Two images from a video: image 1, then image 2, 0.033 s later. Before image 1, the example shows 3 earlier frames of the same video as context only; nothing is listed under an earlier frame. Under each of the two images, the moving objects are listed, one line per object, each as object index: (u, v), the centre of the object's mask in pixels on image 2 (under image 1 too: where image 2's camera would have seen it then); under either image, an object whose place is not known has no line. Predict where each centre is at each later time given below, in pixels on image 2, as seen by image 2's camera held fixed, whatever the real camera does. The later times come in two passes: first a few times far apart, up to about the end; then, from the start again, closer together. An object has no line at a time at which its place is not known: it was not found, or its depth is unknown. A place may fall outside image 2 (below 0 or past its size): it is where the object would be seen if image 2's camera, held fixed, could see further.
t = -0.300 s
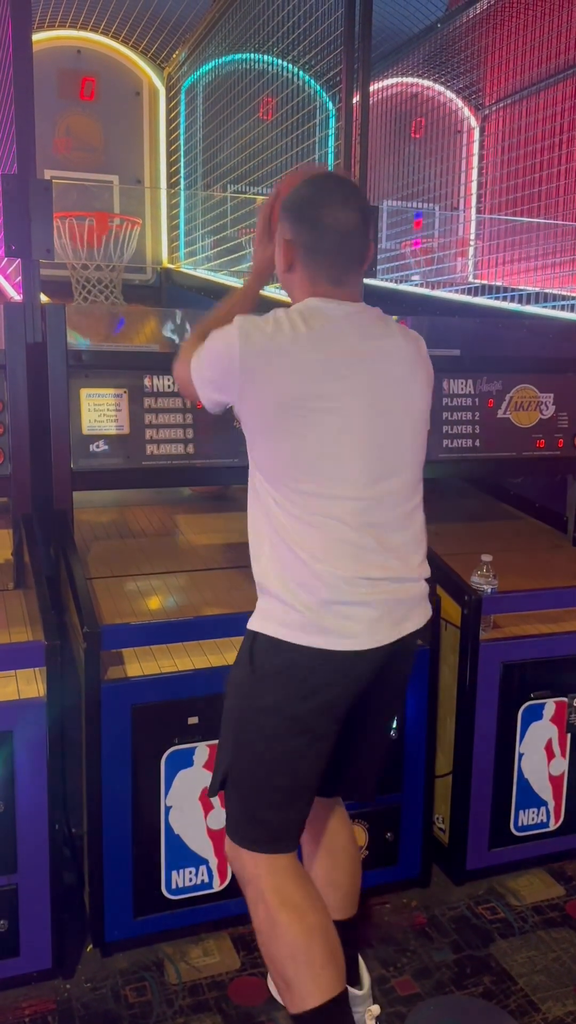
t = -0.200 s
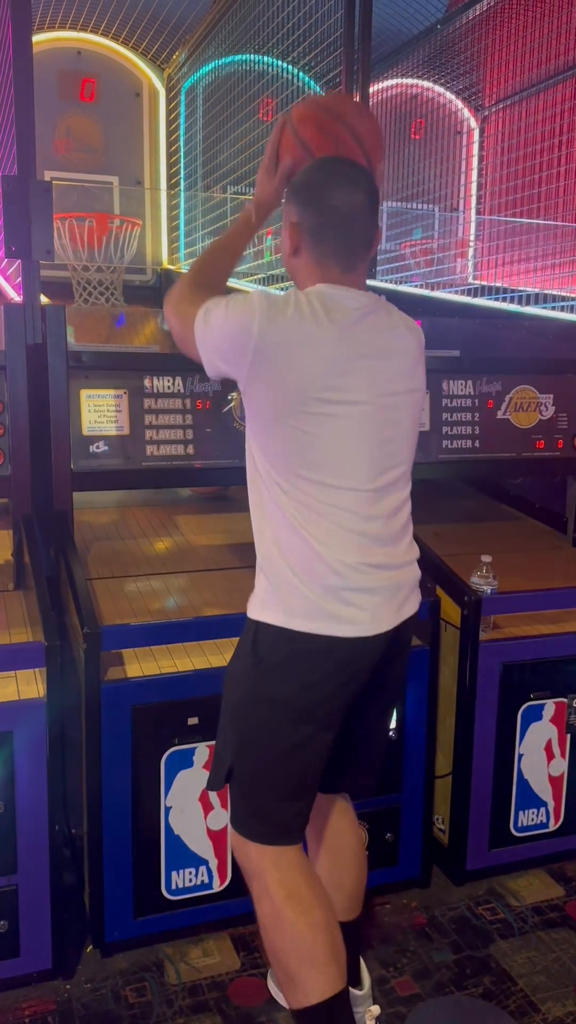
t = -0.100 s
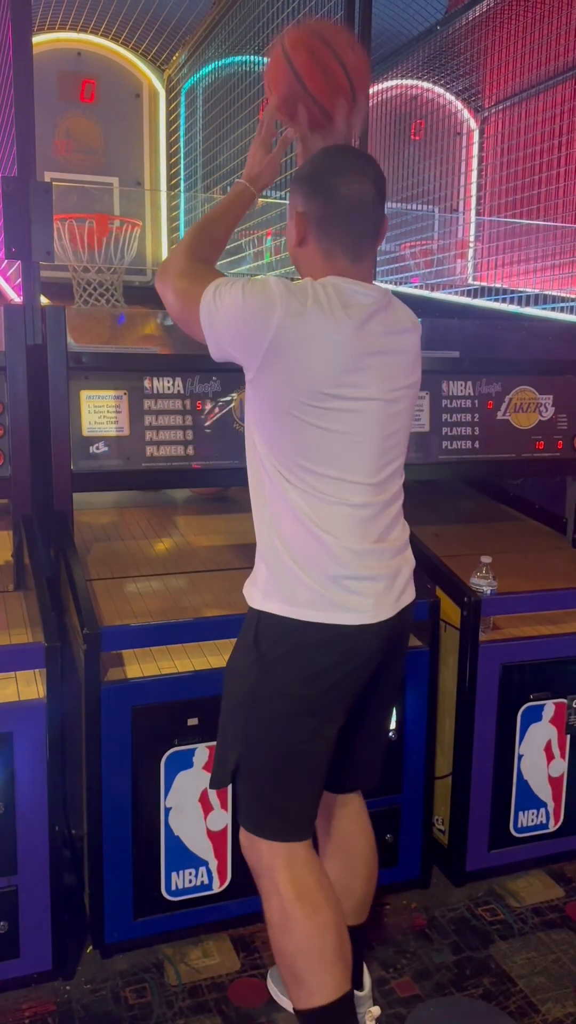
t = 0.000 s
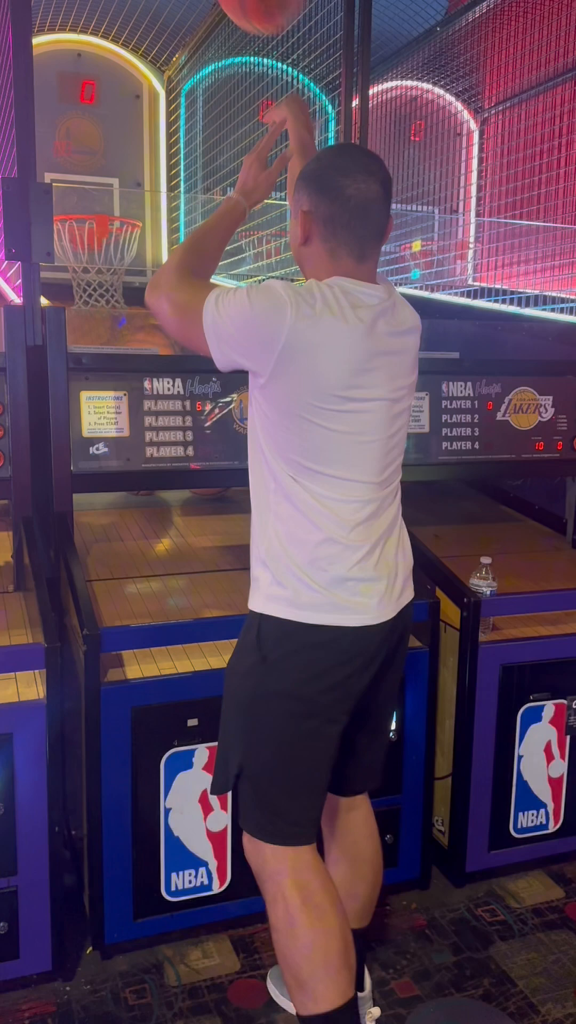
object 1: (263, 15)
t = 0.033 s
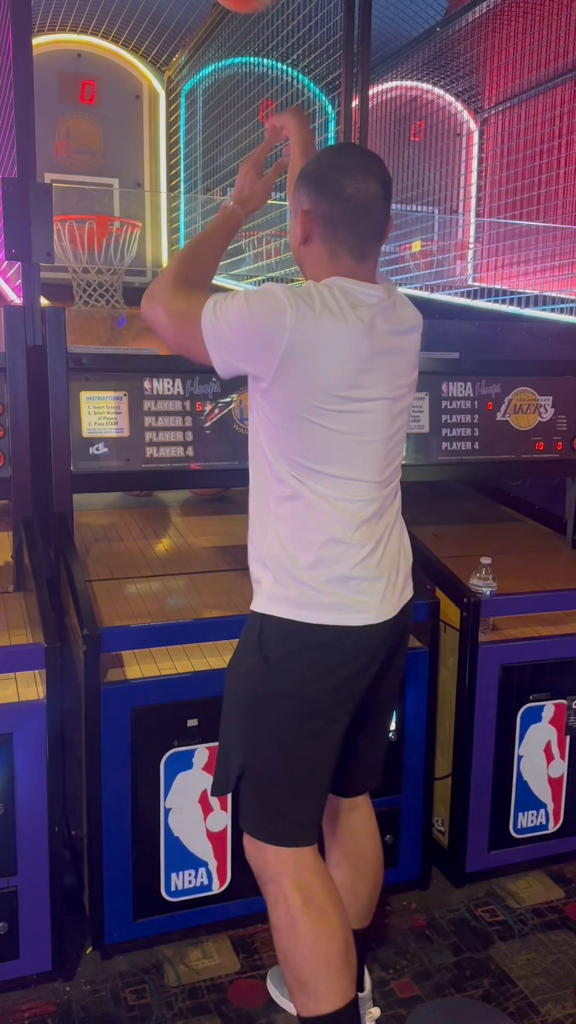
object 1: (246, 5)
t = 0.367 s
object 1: (124, 21)
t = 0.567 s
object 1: (87, 159)
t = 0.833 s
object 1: (130, 148)
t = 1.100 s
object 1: (206, 188)
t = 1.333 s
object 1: (196, 303)
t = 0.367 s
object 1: (124, 21)
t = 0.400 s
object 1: (116, 38)
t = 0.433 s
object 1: (109, 62)
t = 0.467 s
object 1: (102, 86)
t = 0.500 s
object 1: (97, 110)
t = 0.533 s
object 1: (92, 136)
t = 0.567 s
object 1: (87, 159)
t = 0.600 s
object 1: (81, 188)
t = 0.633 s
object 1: (78, 203)
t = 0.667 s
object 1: (86, 198)
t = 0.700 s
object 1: (94, 186)
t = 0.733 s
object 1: (103, 173)
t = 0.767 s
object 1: (112, 162)
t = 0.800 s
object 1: (121, 154)
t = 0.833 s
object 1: (130, 148)
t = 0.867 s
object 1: (139, 144)
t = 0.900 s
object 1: (150, 143)
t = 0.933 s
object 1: (161, 145)
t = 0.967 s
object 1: (172, 149)
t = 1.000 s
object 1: (183, 157)
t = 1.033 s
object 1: (194, 167)
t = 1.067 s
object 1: (204, 180)
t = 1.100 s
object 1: (206, 188)
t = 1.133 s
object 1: (204, 198)
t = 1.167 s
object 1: (203, 211)
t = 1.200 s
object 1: (203, 226)
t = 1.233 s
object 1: (202, 244)
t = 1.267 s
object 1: (199, 268)
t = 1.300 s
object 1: (197, 293)
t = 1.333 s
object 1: (196, 303)
